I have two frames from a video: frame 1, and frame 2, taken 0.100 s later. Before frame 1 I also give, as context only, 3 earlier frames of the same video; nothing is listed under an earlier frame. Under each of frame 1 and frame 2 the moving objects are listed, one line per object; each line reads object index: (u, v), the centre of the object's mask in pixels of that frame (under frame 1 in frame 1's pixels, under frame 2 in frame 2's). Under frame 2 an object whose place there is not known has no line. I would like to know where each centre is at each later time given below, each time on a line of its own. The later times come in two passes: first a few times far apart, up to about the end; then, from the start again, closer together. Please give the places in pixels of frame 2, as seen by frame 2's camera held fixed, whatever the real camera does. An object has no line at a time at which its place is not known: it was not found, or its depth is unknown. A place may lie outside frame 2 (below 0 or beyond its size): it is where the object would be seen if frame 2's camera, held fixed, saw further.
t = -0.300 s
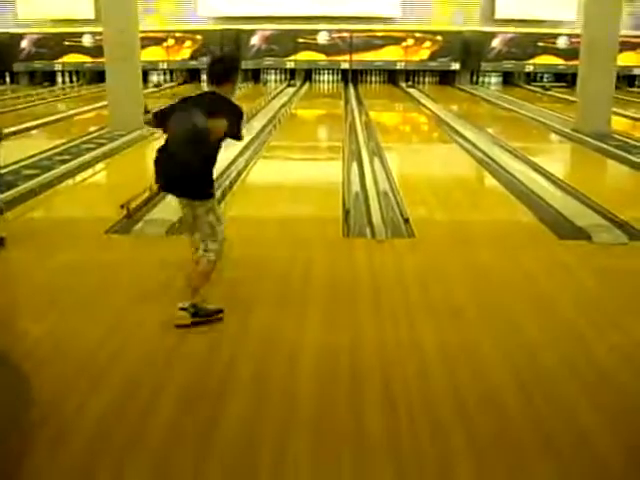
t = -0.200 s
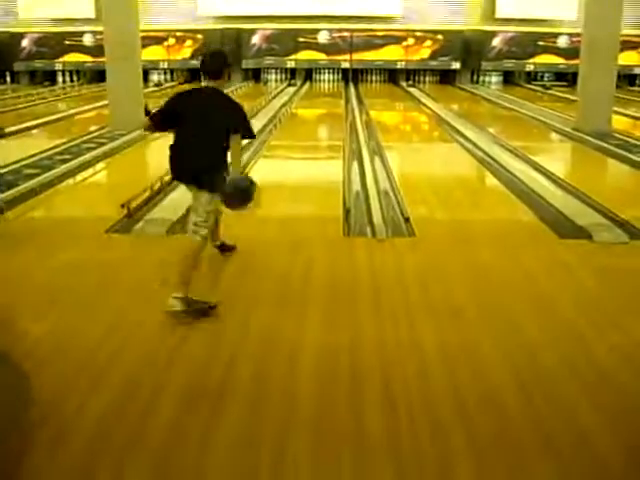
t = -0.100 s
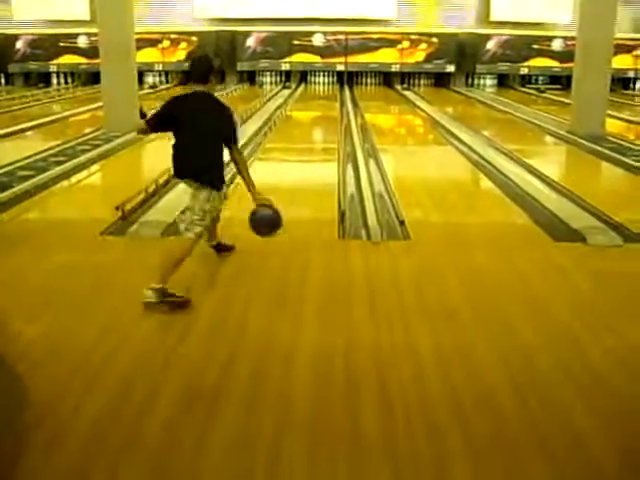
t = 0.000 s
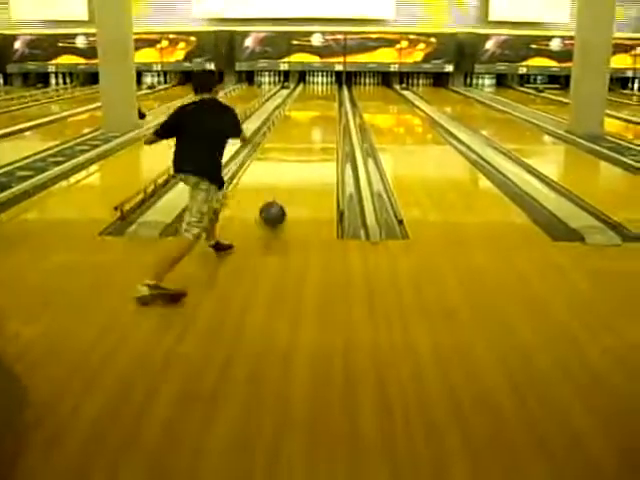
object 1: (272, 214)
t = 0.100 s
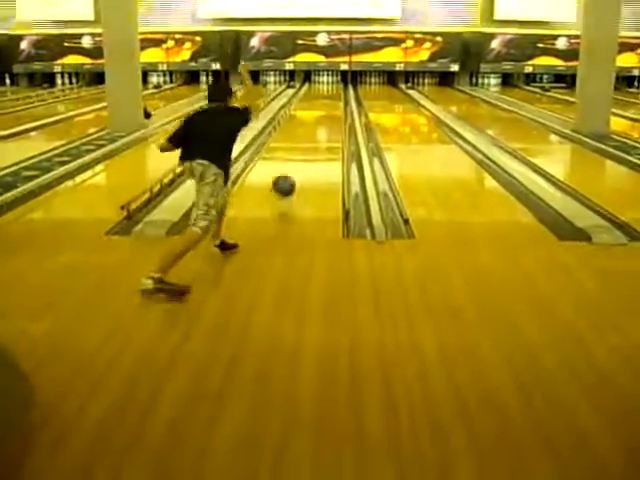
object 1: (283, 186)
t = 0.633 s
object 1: (297, 130)
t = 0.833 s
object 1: (299, 118)
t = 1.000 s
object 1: (302, 110)
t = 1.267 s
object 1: (304, 100)
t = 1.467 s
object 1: (305, 95)
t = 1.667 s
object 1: (307, 91)
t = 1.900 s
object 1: (307, 90)
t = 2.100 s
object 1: (313, 84)
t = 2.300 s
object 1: (315, 82)
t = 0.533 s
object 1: (296, 136)
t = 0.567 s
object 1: (296, 133)
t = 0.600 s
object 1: (297, 131)
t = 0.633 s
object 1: (297, 130)
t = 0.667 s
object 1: (298, 127)
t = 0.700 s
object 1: (298, 125)
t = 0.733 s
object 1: (298, 123)
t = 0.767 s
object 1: (299, 121)
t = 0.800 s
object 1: (299, 120)
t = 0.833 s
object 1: (299, 118)
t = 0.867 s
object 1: (300, 115)
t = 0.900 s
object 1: (301, 113)
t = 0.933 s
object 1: (301, 112)
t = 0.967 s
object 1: (302, 110)
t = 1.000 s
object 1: (302, 110)
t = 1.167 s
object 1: (305, 102)
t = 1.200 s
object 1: (304, 102)
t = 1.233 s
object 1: (305, 100)
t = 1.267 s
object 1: (304, 100)
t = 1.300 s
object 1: (304, 99)
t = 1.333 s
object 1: (304, 98)
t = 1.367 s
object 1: (305, 97)
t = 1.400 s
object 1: (305, 97)
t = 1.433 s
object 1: (304, 97)
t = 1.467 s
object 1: (305, 95)
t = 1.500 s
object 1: (305, 95)
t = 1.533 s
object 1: (306, 93)
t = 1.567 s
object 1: (306, 91)
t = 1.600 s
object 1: (305, 92)
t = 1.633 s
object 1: (307, 92)
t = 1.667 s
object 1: (307, 91)
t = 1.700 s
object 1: (305, 93)
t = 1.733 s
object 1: (307, 91)
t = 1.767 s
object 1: (306, 90)
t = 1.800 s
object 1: (307, 89)
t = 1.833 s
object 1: (307, 89)
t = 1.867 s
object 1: (310, 89)
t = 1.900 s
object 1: (307, 90)
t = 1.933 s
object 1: (309, 88)
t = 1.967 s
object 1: (308, 89)
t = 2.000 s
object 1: (308, 89)
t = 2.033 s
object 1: (311, 86)
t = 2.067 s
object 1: (312, 85)
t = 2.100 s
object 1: (313, 84)
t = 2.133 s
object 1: (313, 84)
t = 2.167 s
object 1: (312, 85)
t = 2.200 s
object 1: (313, 84)
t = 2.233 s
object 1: (312, 83)
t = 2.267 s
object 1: (313, 83)
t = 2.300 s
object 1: (315, 82)
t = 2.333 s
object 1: (314, 82)
